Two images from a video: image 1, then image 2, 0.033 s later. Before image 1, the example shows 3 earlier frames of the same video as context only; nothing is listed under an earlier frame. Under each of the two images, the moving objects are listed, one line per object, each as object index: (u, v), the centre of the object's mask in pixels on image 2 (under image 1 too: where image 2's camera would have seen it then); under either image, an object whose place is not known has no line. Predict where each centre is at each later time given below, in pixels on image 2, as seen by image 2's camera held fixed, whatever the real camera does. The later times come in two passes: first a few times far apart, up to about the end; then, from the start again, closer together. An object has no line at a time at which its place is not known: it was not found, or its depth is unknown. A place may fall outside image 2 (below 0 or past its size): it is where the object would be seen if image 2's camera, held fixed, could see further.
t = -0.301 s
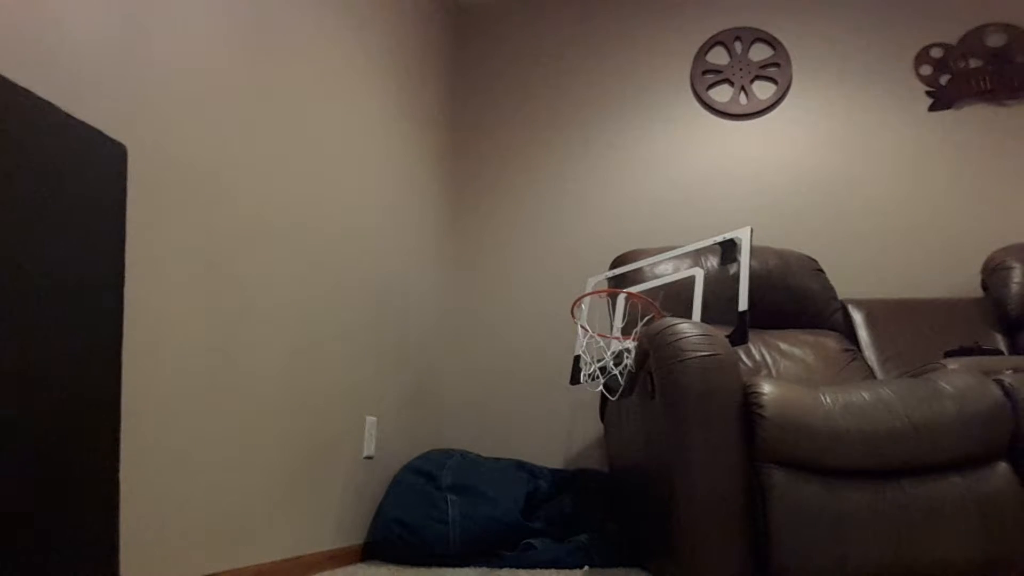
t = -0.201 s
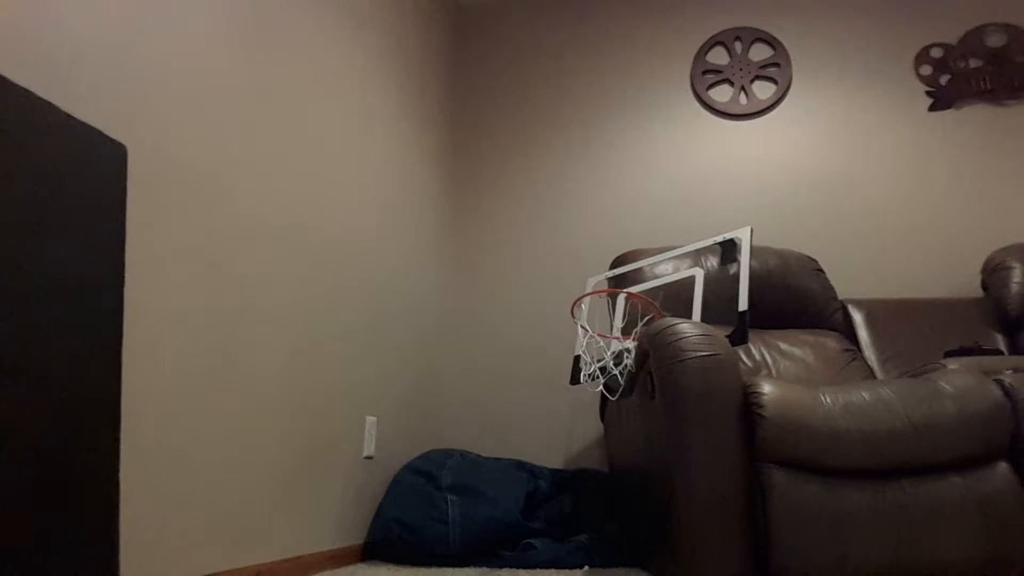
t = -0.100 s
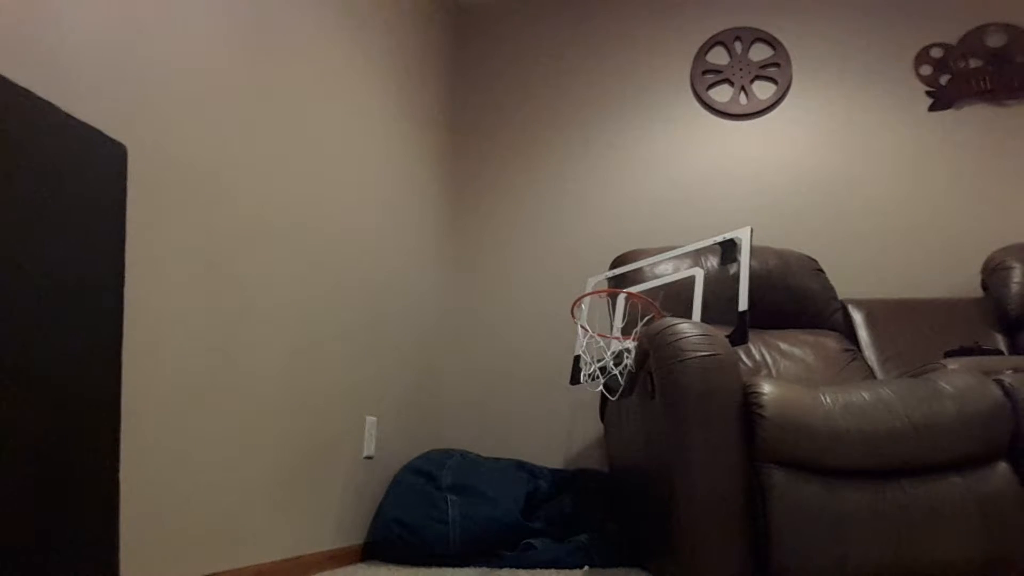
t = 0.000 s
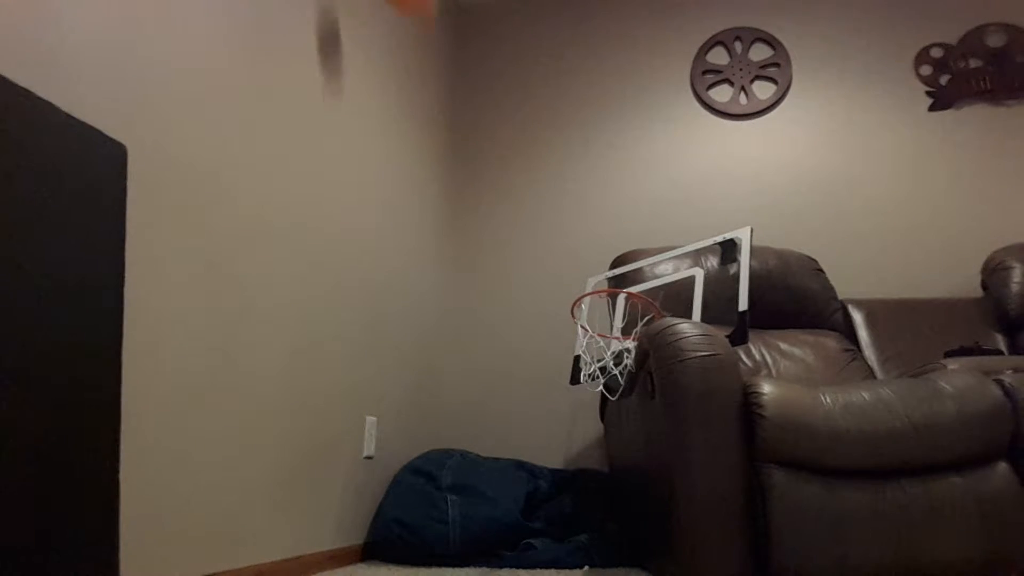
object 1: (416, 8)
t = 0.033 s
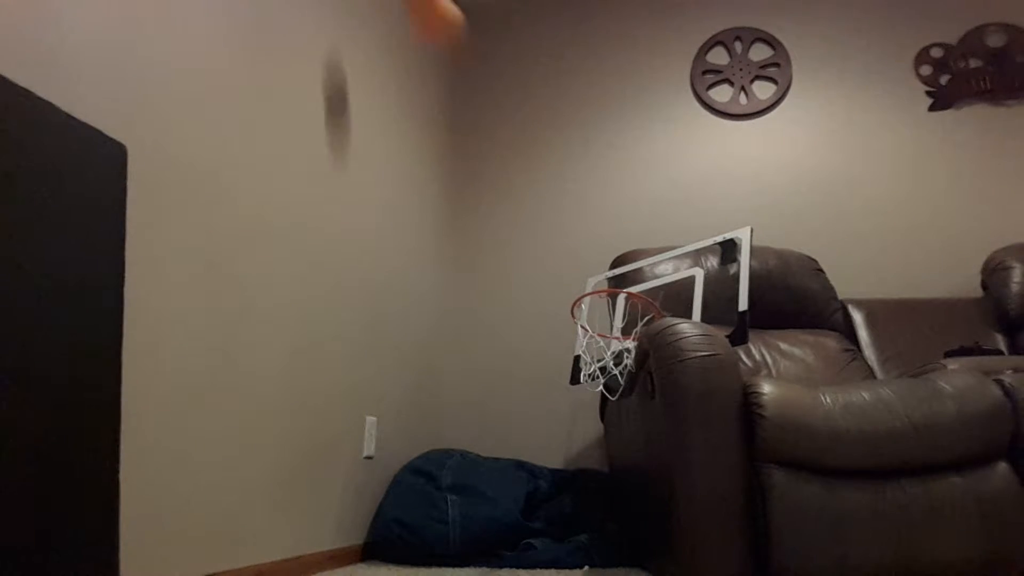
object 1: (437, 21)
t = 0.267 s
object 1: (624, 271)
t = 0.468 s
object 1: (601, 327)
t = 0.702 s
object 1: (467, 493)
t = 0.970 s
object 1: (319, 446)
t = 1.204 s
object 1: (169, 548)
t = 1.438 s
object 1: (196, 560)
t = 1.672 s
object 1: (256, 565)
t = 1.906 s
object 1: (309, 568)
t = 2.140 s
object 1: (380, 569)
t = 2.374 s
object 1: (424, 568)
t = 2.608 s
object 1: (431, 568)
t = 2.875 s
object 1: (418, 568)
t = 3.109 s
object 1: (394, 569)
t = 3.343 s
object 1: (371, 568)
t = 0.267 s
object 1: (624, 271)
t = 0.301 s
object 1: (626, 278)
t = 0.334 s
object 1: (632, 287)
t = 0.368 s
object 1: (635, 302)
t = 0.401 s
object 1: (634, 314)
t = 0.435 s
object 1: (621, 323)
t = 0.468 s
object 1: (601, 327)
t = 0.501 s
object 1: (581, 333)
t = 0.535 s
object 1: (565, 344)
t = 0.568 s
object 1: (547, 361)
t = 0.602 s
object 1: (530, 383)
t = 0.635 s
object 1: (512, 410)
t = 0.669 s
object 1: (490, 448)
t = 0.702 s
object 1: (467, 493)
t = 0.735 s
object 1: (446, 531)
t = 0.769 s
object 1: (420, 552)
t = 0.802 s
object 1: (405, 532)
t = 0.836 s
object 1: (389, 509)
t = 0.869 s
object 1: (372, 487)
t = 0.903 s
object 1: (355, 469)
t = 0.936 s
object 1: (335, 455)
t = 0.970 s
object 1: (319, 446)
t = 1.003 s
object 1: (300, 443)
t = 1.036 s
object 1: (280, 445)
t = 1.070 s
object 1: (258, 454)
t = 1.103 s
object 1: (234, 470)
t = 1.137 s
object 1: (209, 493)
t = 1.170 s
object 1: (181, 525)
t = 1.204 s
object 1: (169, 548)
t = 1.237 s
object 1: (177, 561)
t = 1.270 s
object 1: (181, 559)
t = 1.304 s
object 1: (184, 553)
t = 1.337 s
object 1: (186, 551)
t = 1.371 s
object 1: (188, 551)
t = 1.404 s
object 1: (191, 555)
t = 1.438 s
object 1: (196, 560)
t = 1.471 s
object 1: (204, 561)
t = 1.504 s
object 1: (212, 561)
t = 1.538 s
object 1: (219, 563)
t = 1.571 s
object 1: (228, 566)
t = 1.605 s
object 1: (240, 567)
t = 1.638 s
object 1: (249, 566)
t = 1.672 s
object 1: (256, 565)
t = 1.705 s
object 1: (262, 564)
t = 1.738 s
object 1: (267, 565)
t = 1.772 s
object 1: (276, 567)
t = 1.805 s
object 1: (284, 566)
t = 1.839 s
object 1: (292, 566)
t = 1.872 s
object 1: (299, 567)
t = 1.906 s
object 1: (309, 568)
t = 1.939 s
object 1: (319, 568)
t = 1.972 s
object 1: (331, 568)
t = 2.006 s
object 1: (341, 568)
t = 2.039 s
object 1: (351, 568)
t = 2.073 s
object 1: (360, 568)
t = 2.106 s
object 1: (371, 568)
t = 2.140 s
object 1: (380, 569)
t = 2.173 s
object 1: (386, 569)
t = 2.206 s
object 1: (397, 569)
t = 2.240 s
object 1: (404, 569)
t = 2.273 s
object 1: (410, 569)
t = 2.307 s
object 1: (415, 568)
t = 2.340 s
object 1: (420, 568)
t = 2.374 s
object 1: (424, 568)
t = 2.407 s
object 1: (426, 568)
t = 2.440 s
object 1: (428, 568)
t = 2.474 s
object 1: (430, 568)
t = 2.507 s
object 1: (431, 568)
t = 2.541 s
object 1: (432, 568)
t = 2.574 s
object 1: (432, 568)
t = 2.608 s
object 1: (431, 568)
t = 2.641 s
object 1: (430, 568)
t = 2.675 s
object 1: (429, 568)
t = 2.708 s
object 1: (428, 568)
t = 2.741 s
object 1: (427, 568)
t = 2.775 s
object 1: (425, 568)
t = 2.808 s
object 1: (423, 568)
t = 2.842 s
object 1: (421, 568)
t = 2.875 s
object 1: (418, 568)
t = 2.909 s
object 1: (415, 568)
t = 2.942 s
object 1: (411, 569)
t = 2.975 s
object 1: (408, 569)
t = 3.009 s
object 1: (404, 569)
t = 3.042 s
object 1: (400, 569)
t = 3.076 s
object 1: (397, 569)
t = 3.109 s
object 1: (394, 569)
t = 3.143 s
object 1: (388, 569)
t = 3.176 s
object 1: (385, 568)
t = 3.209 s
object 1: (382, 569)
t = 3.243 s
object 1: (380, 568)
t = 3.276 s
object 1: (376, 569)
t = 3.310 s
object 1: (373, 568)
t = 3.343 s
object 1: (371, 568)
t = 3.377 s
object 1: (369, 569)
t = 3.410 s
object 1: (367, 569)
